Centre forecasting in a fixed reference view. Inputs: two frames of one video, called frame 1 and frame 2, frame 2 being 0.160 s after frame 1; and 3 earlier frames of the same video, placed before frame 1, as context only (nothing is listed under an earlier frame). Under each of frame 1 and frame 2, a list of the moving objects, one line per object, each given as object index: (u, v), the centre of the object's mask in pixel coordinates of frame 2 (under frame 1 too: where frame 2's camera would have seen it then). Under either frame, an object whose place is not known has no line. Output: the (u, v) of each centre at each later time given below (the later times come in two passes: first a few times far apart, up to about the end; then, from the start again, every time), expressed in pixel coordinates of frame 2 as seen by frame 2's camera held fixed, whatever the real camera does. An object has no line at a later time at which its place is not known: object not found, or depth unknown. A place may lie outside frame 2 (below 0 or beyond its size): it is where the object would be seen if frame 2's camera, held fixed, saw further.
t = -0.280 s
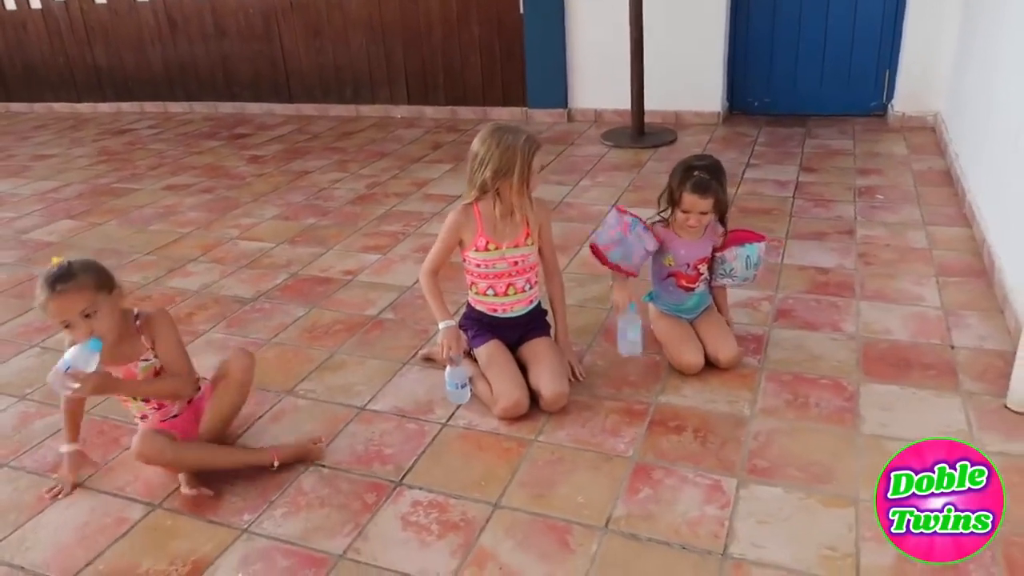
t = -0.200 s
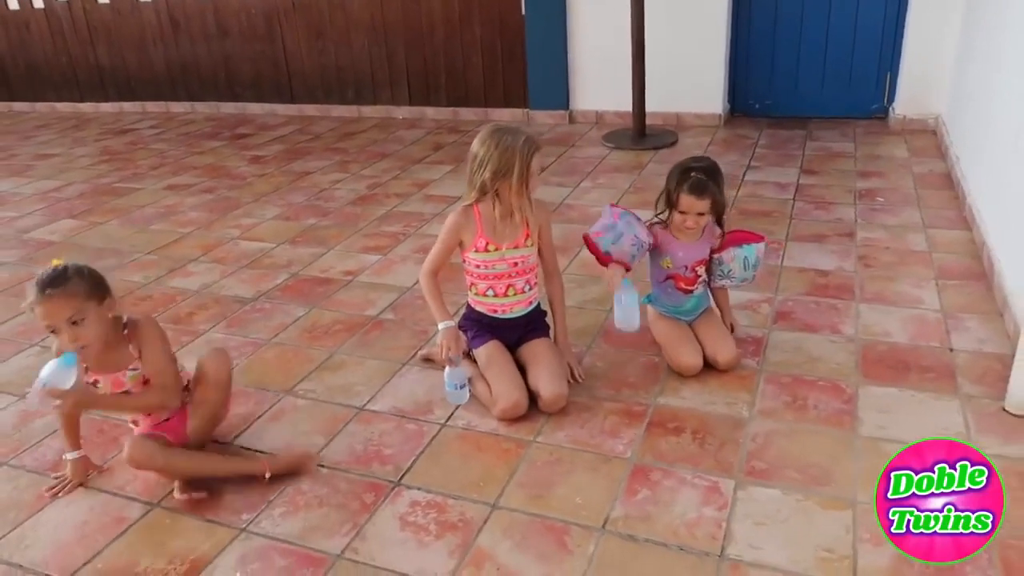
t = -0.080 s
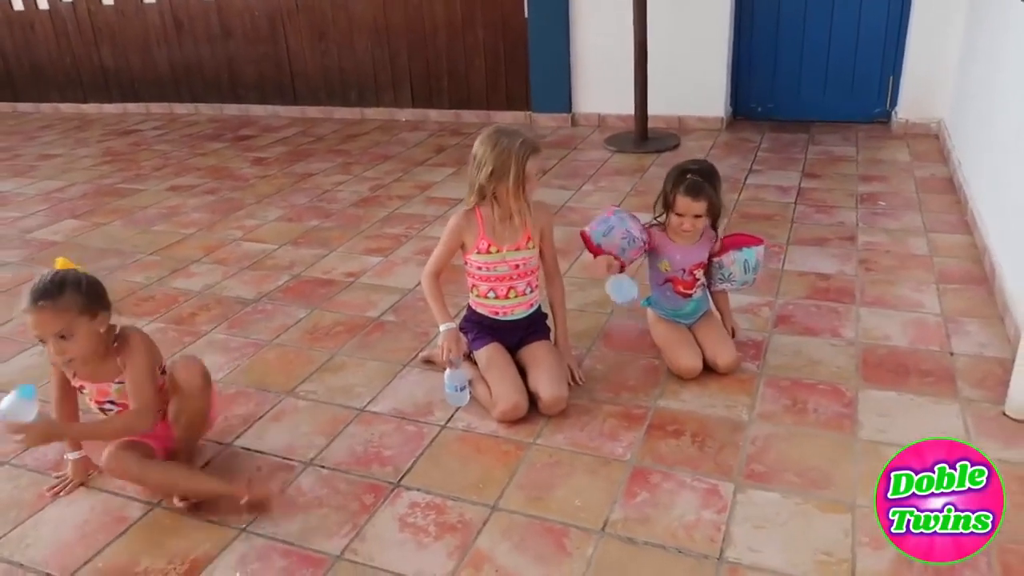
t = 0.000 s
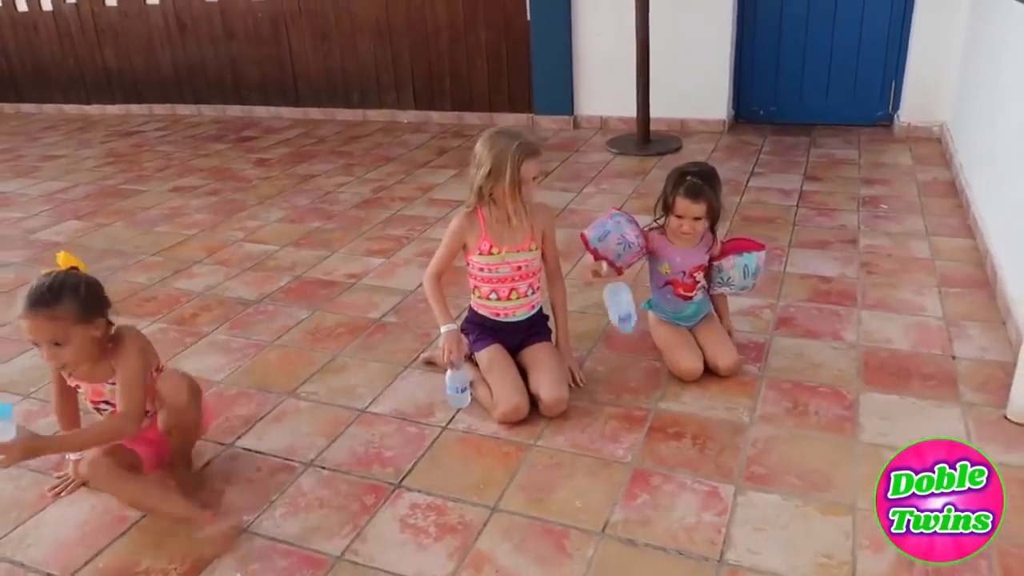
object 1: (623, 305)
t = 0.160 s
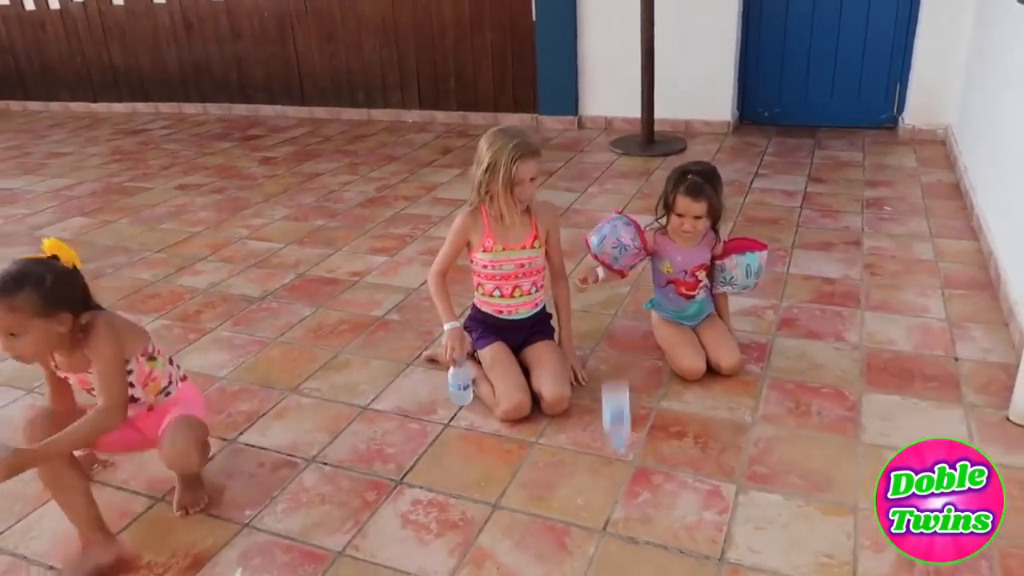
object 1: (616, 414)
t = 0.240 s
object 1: (613, 462)
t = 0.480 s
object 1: (611, 478)
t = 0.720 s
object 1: (611, 483)
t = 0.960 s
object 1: (611, 483)
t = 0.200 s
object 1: (615, 451)
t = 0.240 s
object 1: (613, 462)
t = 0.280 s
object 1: (613, 458)
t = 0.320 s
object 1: (612, 460)
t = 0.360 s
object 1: (611, 467)
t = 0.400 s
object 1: (611, 475)
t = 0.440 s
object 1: (611, 477)
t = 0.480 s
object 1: (611, 478)
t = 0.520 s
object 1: (611, 482)
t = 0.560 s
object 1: (611, 481)
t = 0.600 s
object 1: (611, 482)
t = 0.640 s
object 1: (611, 482)
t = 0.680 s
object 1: (611, 482)
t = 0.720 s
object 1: (611, 483)
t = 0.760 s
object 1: (611, 482)
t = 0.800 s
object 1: (611, 482)
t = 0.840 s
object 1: (611, 482)
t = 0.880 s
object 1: (610, 483)
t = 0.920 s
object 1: (611, 483)
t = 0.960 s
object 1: (611, 483)
